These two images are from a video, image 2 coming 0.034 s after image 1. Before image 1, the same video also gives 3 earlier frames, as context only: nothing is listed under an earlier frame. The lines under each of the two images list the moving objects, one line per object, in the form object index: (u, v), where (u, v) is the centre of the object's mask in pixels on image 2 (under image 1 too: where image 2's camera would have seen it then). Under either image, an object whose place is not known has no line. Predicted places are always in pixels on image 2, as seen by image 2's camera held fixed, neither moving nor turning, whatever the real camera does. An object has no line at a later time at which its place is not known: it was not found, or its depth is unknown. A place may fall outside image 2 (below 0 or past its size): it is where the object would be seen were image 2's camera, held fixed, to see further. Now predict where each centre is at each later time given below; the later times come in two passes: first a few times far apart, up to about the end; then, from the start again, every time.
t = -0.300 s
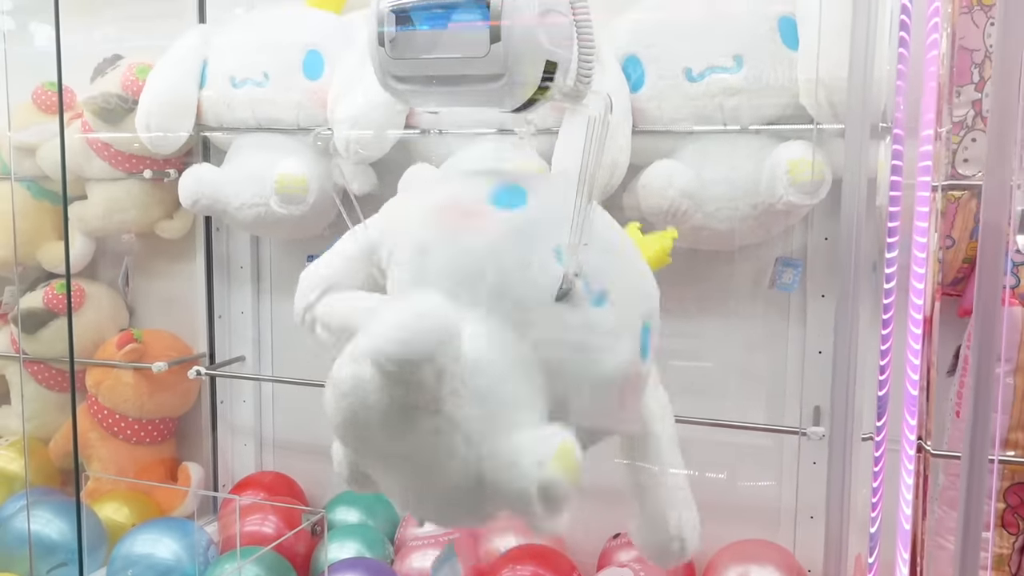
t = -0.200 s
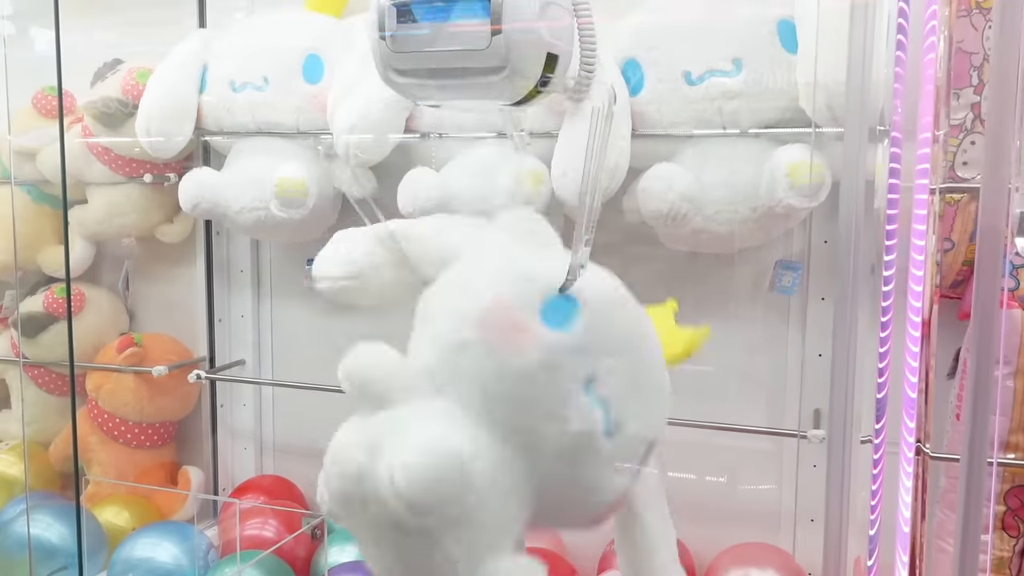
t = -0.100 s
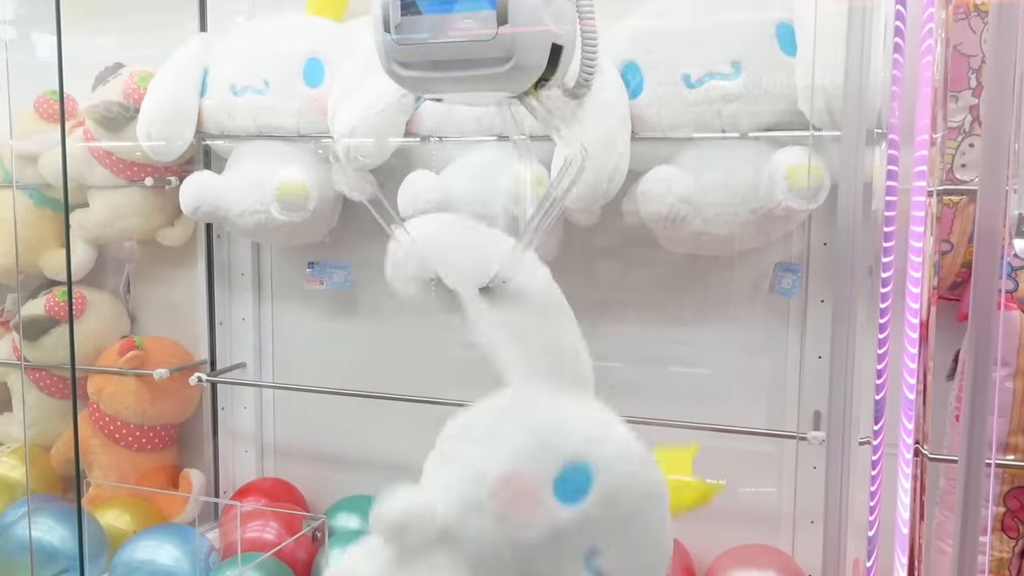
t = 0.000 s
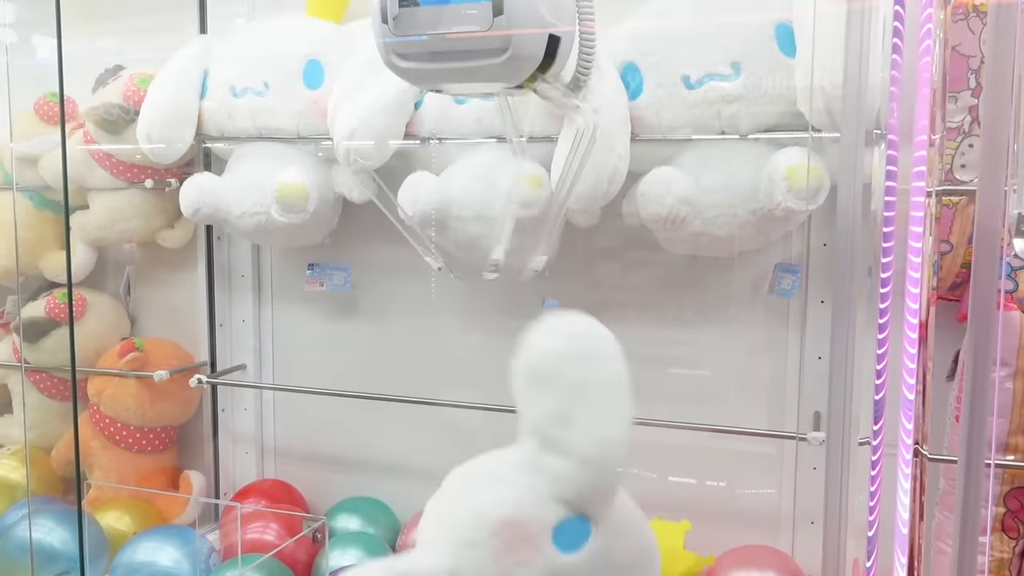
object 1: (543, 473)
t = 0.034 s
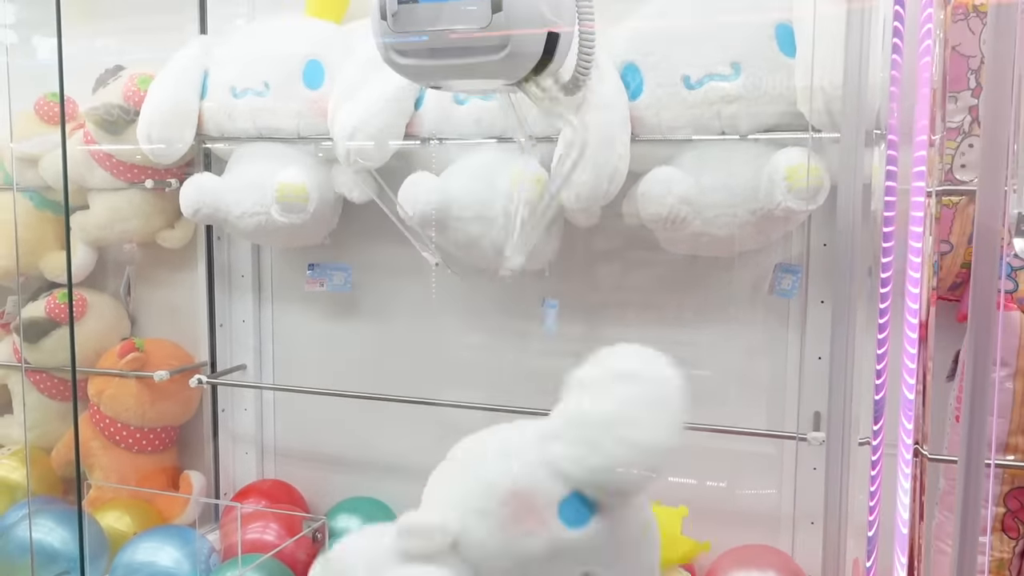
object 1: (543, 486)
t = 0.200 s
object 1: (555, 493)
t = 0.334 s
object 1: (545, 539)
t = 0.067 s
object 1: (550, 476)
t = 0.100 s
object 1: (551, 478)
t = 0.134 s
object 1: (546, 479)
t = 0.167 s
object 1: (548, 484)
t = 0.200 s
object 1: (555, 493)
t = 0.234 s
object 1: (568, 505)
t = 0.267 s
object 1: (576, 521)
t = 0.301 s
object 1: (567, 533)
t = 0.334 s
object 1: (545, 539)
